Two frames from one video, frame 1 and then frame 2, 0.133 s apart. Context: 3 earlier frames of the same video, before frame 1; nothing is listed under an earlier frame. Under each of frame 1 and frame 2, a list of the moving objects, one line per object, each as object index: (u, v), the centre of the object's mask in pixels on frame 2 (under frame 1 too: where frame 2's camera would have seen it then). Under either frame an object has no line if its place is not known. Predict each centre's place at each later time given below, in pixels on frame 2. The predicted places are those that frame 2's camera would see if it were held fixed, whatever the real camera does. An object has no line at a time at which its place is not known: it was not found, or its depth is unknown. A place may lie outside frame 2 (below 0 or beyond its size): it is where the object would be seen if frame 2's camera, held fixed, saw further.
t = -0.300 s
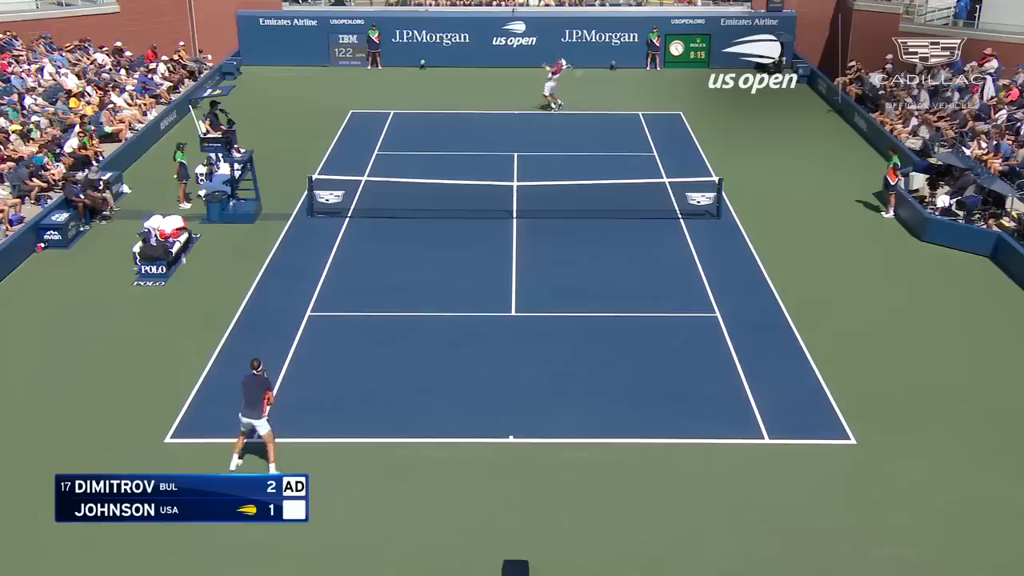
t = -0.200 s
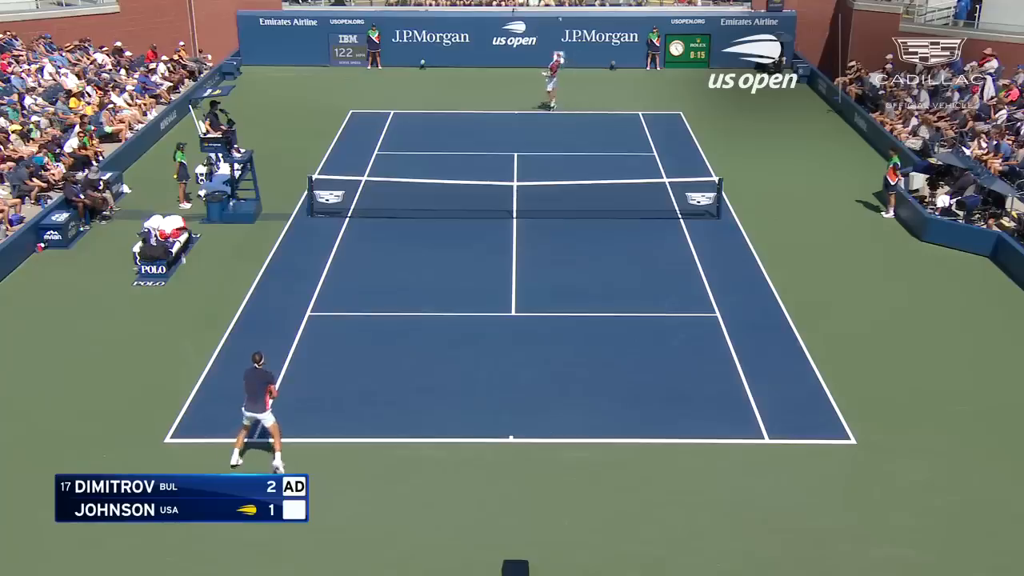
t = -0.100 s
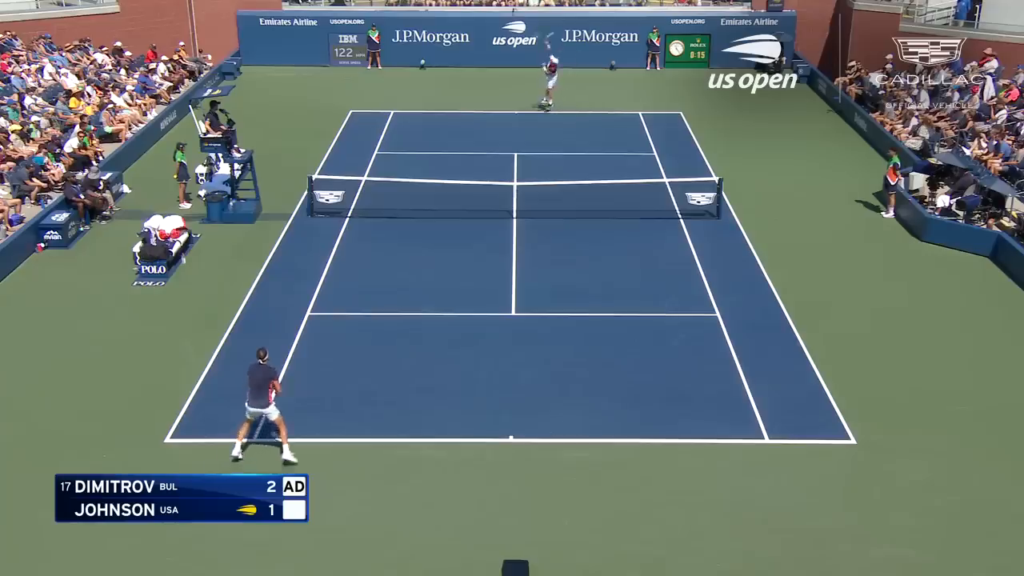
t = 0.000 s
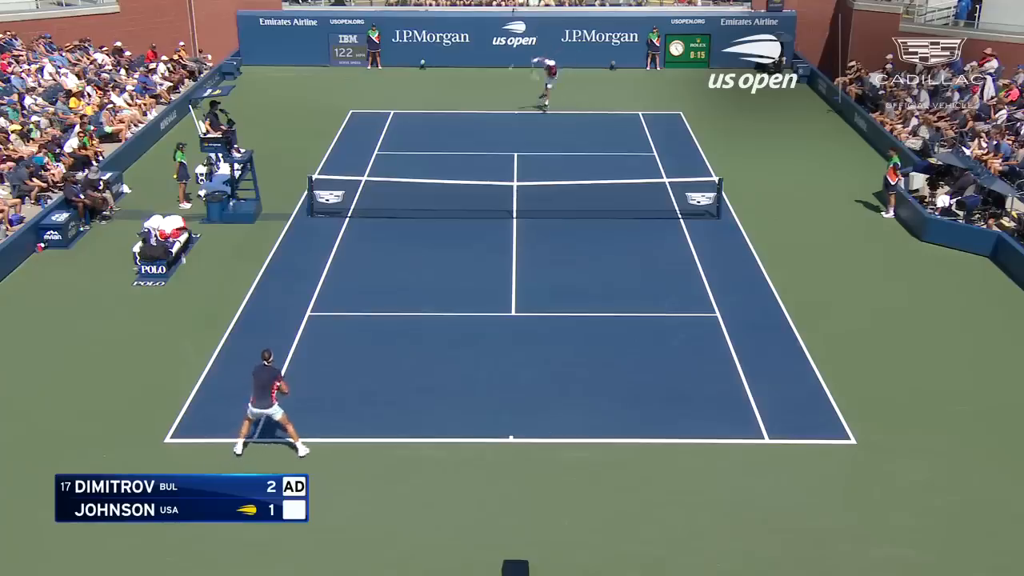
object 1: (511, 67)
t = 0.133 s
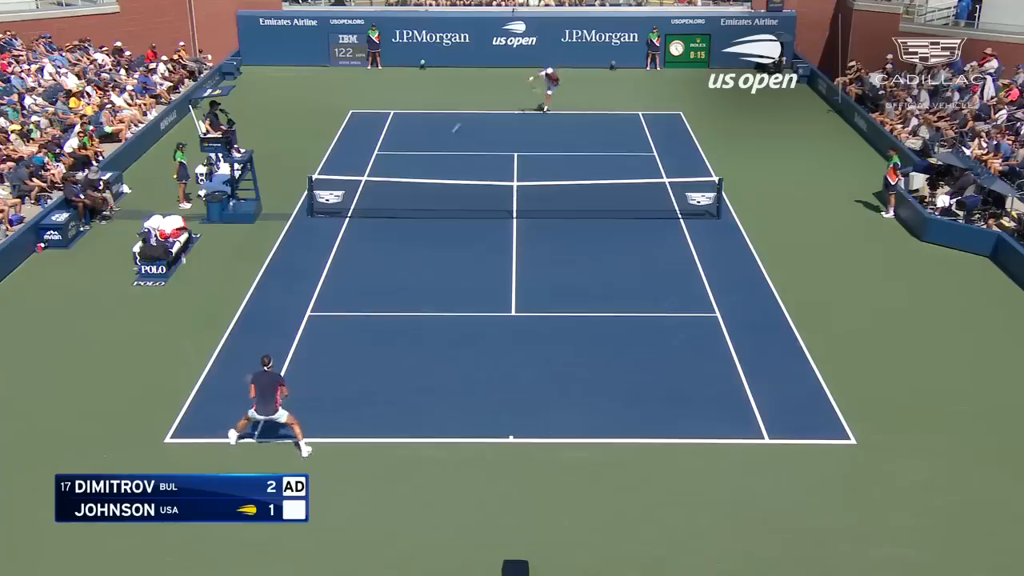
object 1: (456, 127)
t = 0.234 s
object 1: (415, 185)
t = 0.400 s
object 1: (346, 283)
